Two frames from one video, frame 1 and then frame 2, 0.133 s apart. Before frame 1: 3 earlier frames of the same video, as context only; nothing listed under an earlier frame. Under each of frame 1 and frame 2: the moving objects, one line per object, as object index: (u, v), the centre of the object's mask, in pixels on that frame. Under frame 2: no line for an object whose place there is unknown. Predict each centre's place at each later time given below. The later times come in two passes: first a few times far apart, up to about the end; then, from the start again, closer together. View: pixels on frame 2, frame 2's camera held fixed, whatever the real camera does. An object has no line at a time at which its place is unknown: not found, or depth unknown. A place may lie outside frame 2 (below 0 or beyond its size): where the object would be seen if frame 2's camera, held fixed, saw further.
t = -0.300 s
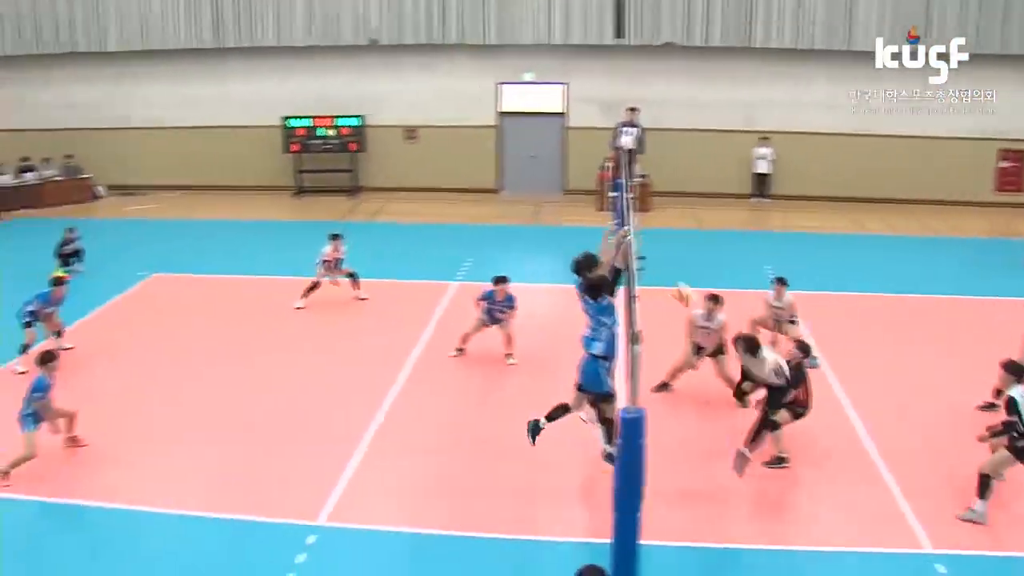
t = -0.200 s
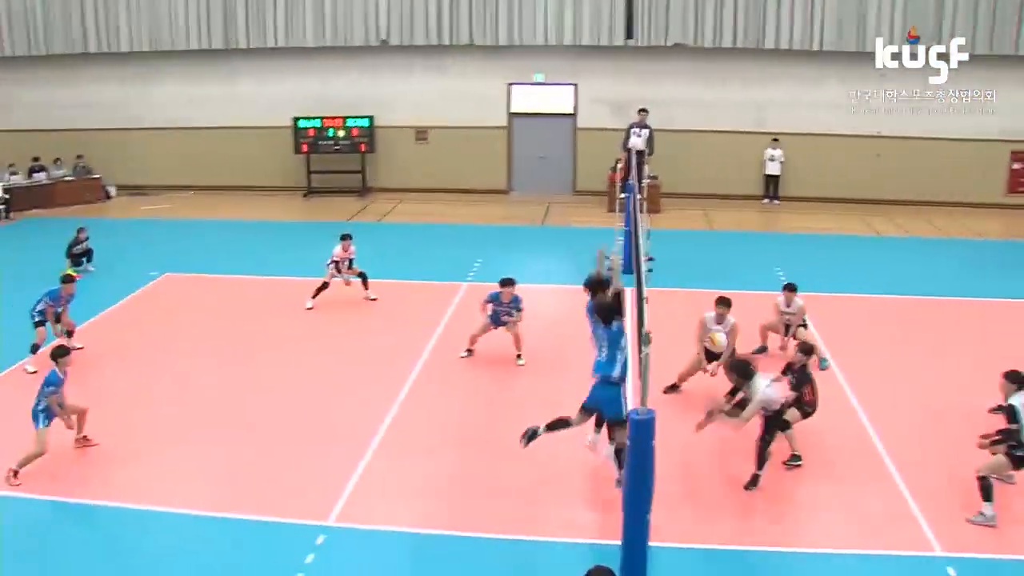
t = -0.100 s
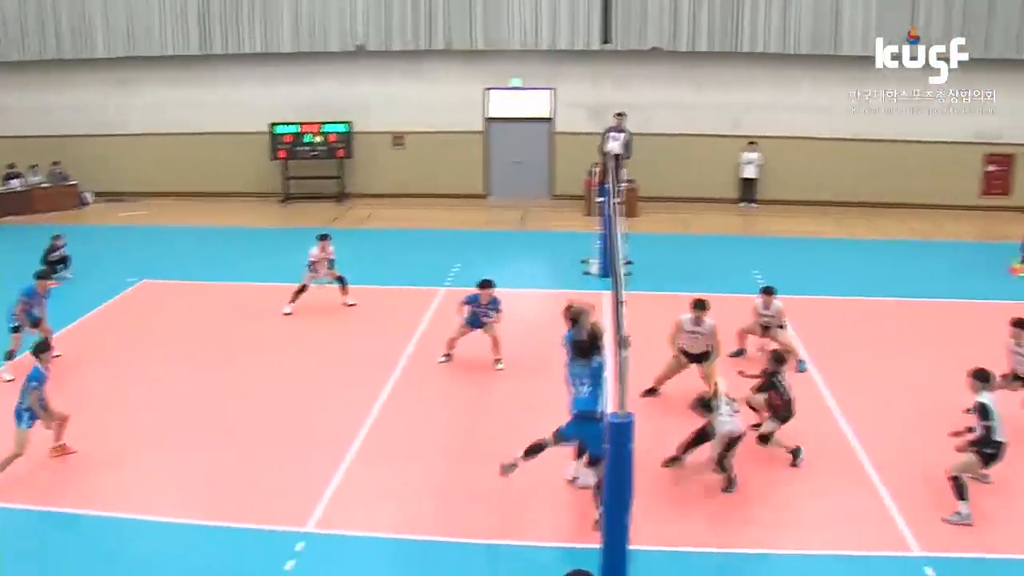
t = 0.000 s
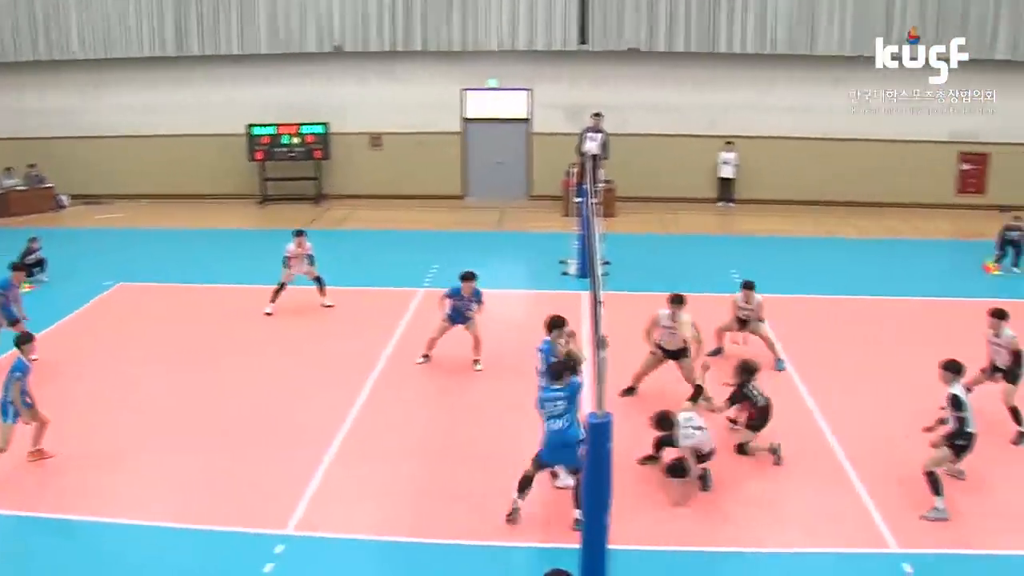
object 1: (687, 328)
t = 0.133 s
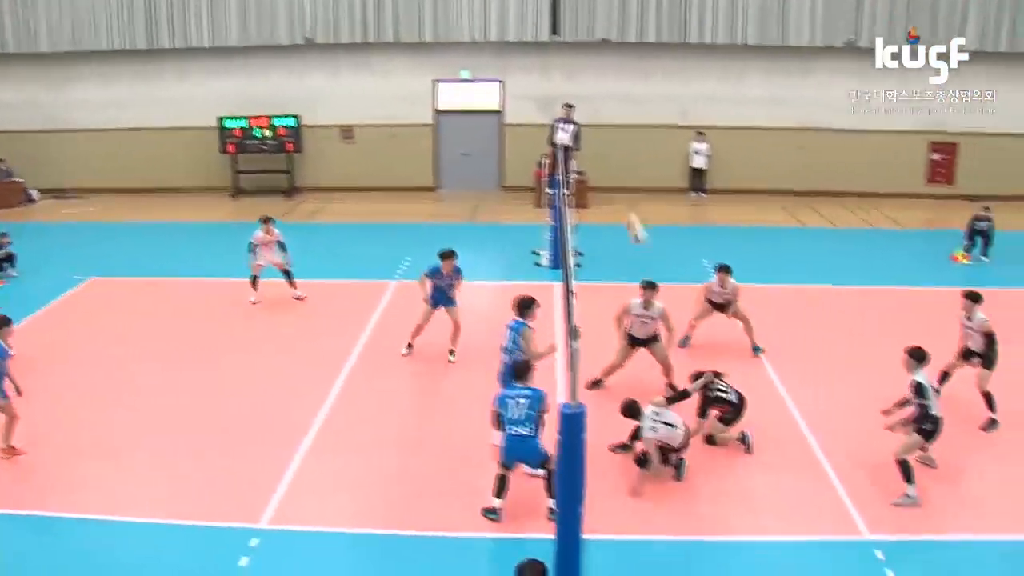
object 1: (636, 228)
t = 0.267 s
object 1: (608, 153)
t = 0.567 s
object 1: (565, 57)
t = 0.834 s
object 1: (535, 43)
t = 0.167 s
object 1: (631, 207)
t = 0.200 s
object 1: (623, 188)
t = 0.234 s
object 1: (614, 166)
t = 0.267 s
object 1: (608, 153)
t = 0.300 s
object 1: (601, 136)
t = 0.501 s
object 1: (572, 70)
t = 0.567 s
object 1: (565, 57)
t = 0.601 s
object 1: (561, 53)
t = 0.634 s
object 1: (556, 47)
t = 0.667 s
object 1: (553, 45)
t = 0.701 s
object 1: (549, 43)
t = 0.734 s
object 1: (545, 41)
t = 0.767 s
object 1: (541, 41)
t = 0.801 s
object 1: (539, 42)
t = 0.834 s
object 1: (535, 43)
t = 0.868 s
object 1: (531, 45)
